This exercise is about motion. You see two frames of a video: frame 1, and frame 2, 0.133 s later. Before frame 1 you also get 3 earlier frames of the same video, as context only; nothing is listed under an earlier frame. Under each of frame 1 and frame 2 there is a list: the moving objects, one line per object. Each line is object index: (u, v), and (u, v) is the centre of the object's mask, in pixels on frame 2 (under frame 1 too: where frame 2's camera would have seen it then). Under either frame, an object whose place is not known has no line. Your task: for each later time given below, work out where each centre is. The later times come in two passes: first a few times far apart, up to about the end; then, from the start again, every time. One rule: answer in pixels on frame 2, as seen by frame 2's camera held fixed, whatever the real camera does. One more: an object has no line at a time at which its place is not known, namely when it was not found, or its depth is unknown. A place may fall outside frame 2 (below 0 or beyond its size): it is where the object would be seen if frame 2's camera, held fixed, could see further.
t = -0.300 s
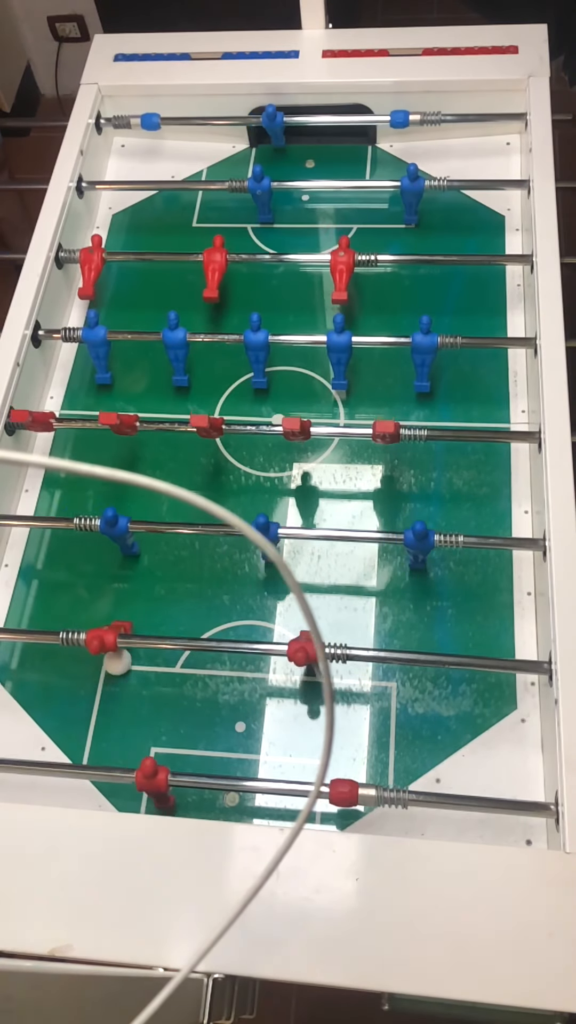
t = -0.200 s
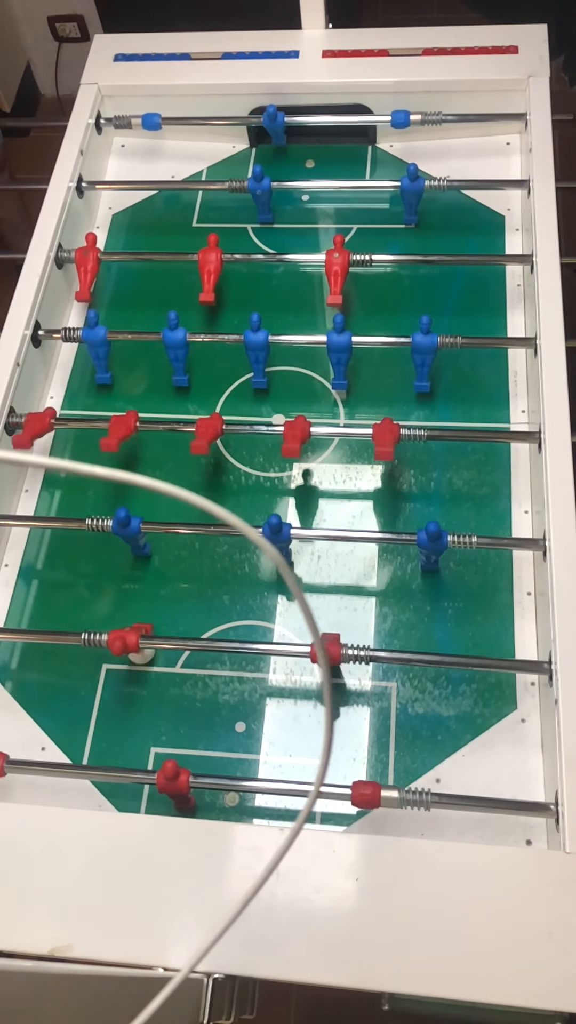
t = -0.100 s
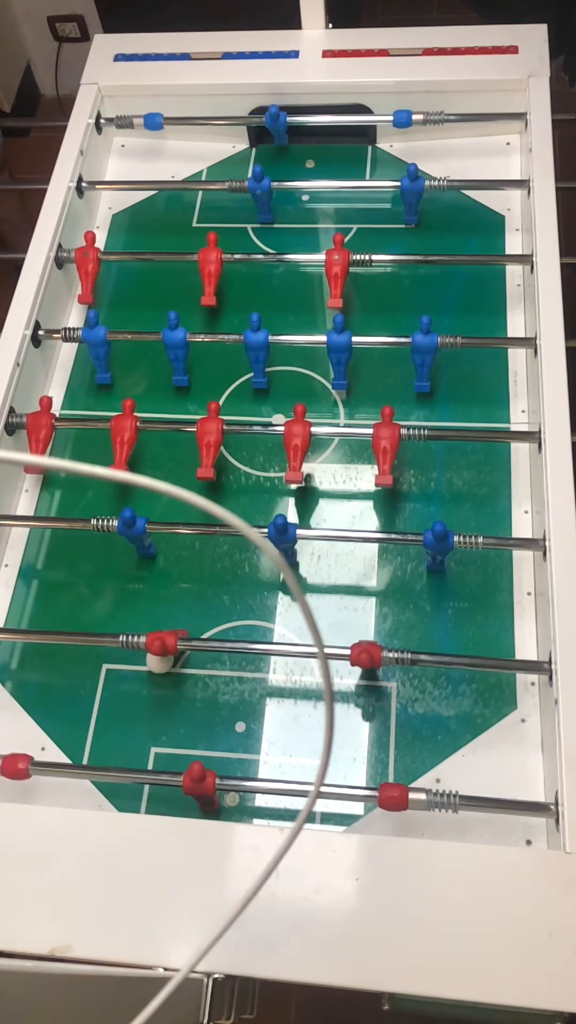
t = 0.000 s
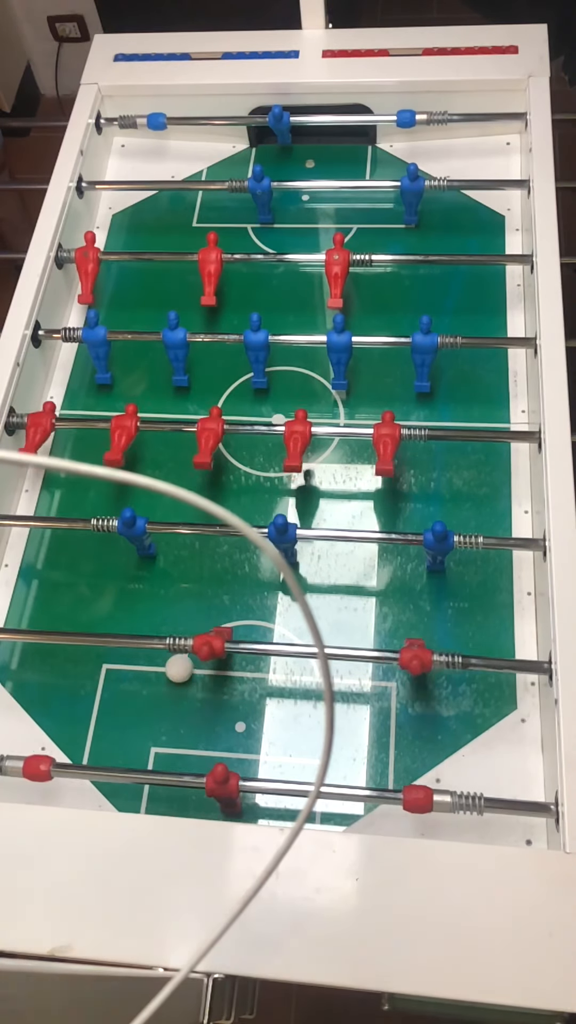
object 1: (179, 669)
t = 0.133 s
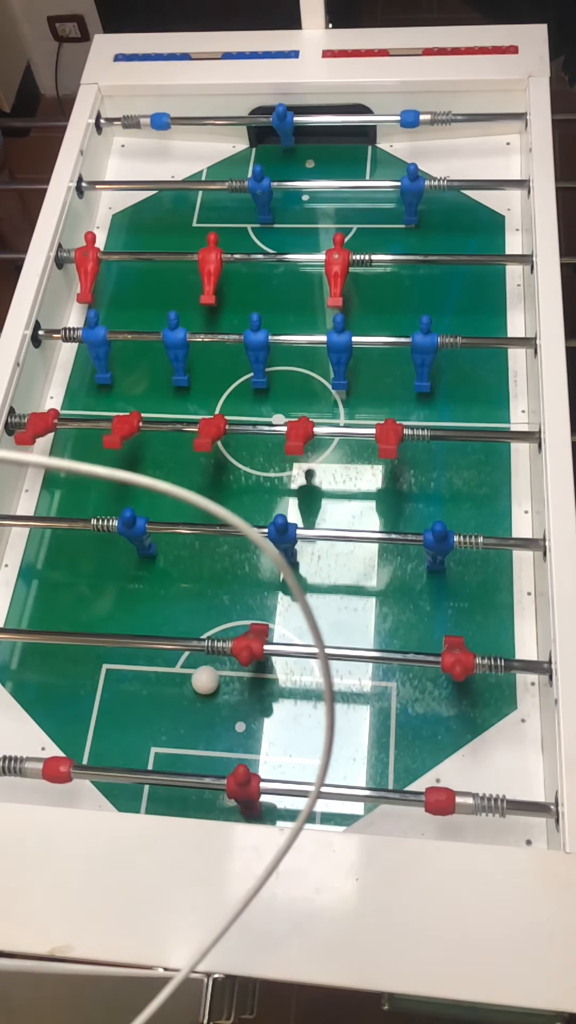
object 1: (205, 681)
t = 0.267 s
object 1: (231, 692)
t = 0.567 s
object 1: (292, 713)
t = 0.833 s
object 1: (346, 728)
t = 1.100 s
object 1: (401, 738)
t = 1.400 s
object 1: (461, 745)
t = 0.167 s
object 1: (212, 683)
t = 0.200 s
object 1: (218, 687)
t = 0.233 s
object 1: (225, 689)
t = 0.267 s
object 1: (231, 692)
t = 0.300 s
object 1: (238, 694)
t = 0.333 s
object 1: (244, 697)
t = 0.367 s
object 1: (251, 700)
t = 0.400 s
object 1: (258, 702)
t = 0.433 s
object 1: (265, 704)
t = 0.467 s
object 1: (271, 706)
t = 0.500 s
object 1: (278, 709)
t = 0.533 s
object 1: (285, 711)
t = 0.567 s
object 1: (292, 713)
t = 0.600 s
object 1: (299, 715)
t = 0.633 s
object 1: (305, 717)
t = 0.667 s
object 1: (312, 719)
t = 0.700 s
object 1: (316, 721)
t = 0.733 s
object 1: (324, 723)
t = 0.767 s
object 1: (333, 725)
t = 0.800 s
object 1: (343, 726)
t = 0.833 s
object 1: (346, 728)
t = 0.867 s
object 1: (353, 729)
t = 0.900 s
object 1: (359, 731)
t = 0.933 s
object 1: (366, 732)
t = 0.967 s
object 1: (373, 734)
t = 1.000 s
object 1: (380, 734)
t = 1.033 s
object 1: (387, 736)
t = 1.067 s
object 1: (394, 737)
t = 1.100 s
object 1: (401, 738)
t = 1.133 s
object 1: (408, 739)
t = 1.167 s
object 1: (414, 740)
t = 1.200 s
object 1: (421, 741)
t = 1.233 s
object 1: (428, 742)
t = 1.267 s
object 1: (435, 742)
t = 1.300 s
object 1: (441, 743)
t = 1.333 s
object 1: (448, 744)
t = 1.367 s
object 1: (455, 744)
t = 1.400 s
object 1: (461, 745)
